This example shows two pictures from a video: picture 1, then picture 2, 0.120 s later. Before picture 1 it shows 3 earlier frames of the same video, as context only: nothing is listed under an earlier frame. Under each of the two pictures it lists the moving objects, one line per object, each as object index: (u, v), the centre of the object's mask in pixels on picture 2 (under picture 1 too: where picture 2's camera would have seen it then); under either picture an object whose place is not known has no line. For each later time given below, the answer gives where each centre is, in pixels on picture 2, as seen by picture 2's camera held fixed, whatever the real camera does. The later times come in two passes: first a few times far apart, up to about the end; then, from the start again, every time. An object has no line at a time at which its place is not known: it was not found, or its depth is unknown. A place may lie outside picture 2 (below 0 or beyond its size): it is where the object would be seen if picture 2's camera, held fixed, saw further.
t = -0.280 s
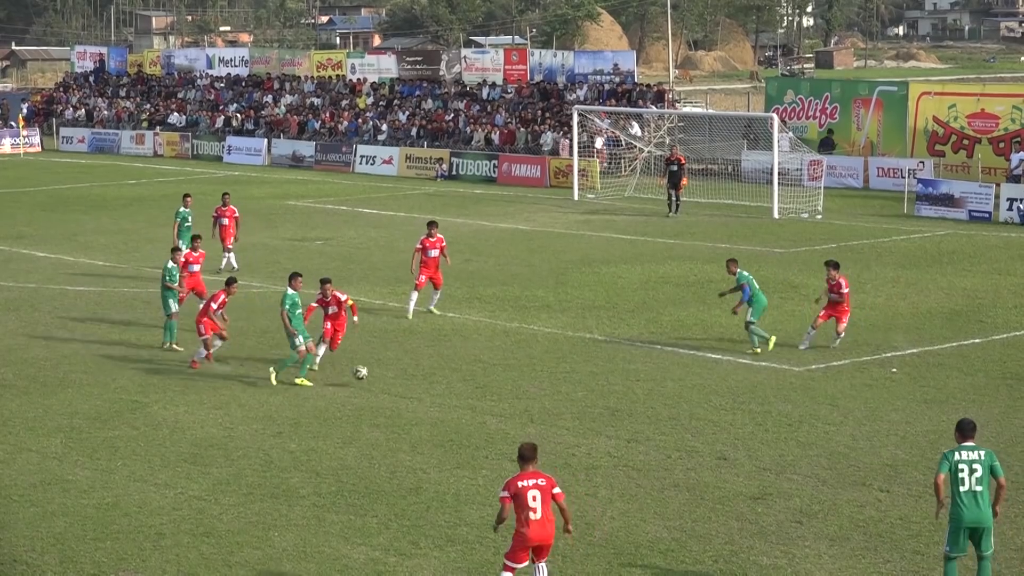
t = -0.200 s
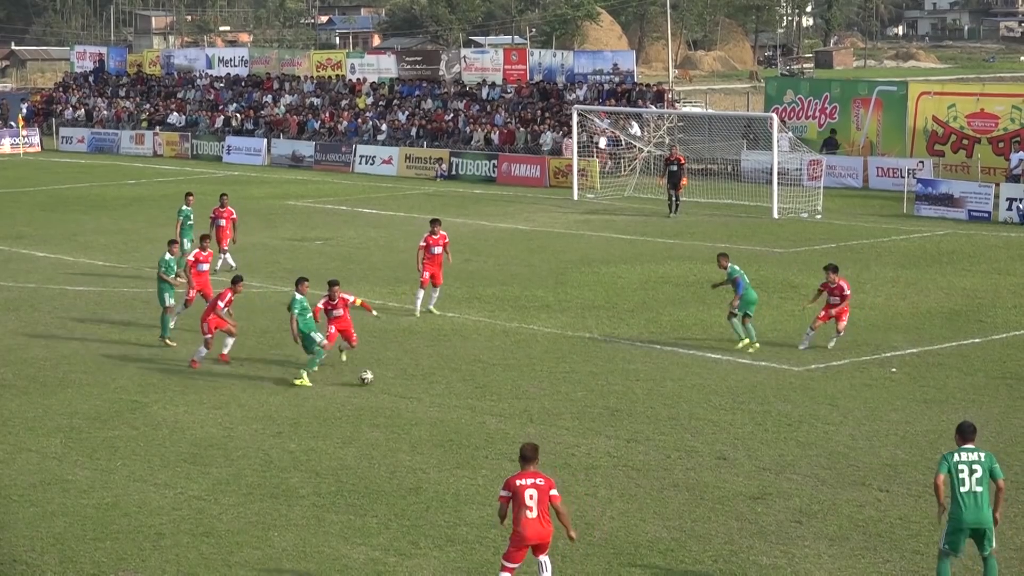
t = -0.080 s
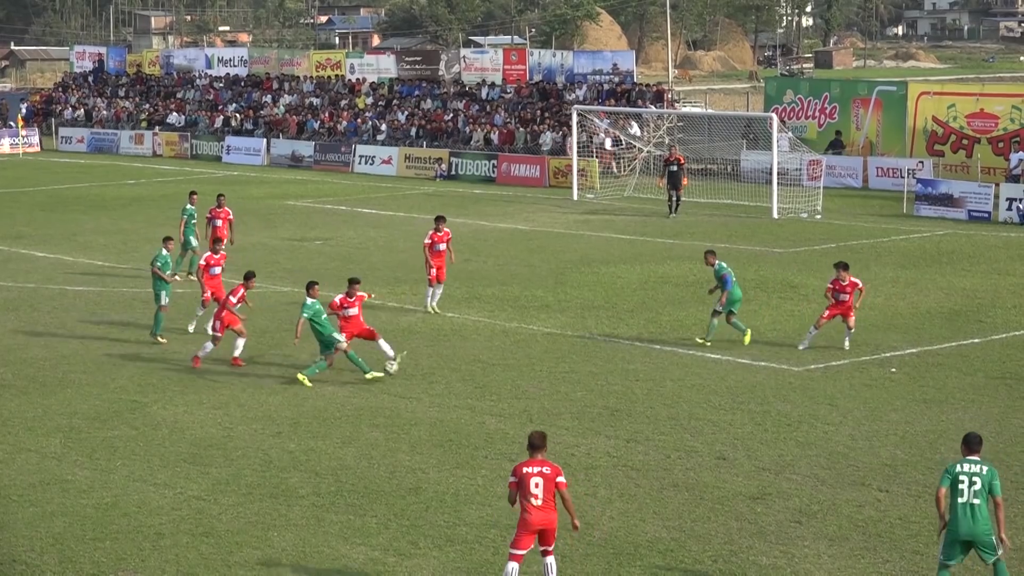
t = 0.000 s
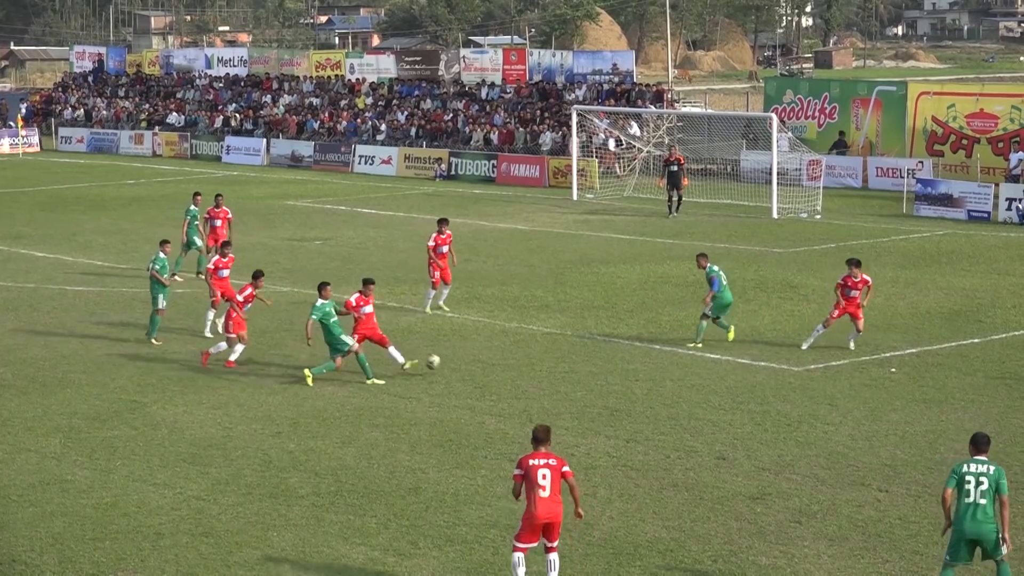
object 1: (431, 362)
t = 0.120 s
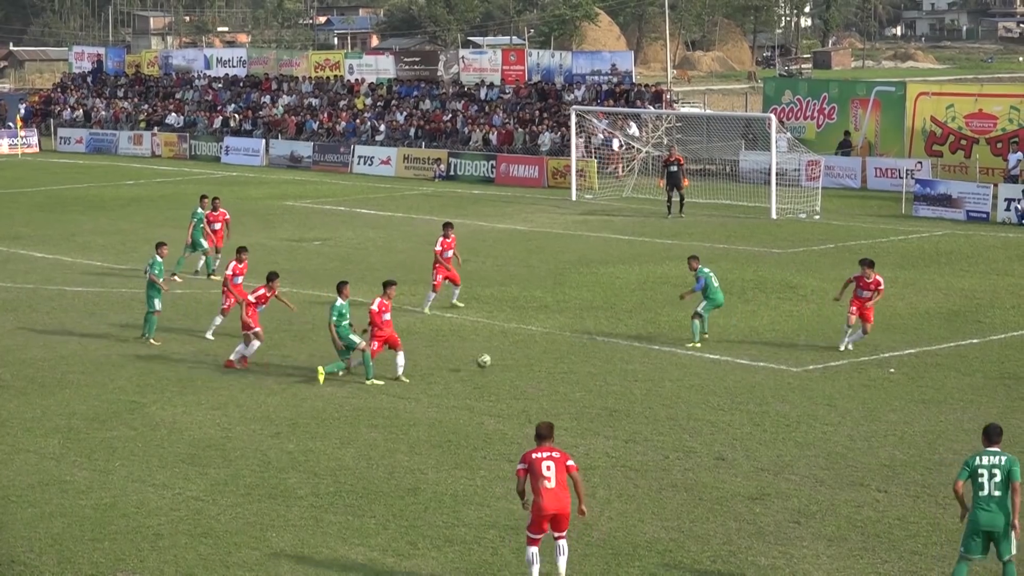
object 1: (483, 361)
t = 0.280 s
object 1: (537, 354)
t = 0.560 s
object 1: (605, 345)
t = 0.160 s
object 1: (497, 357)
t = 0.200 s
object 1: (510, 355)
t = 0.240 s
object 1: (524, 354)
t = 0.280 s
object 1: (537, 354)
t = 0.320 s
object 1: (551, 355)
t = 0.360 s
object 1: (563, 357)
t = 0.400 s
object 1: (576, 359)
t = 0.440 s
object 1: (582, 354)
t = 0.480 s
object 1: (591, 350)
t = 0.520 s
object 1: (599, 347)
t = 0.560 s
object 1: (605, 345)
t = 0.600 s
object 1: (612, 344)
